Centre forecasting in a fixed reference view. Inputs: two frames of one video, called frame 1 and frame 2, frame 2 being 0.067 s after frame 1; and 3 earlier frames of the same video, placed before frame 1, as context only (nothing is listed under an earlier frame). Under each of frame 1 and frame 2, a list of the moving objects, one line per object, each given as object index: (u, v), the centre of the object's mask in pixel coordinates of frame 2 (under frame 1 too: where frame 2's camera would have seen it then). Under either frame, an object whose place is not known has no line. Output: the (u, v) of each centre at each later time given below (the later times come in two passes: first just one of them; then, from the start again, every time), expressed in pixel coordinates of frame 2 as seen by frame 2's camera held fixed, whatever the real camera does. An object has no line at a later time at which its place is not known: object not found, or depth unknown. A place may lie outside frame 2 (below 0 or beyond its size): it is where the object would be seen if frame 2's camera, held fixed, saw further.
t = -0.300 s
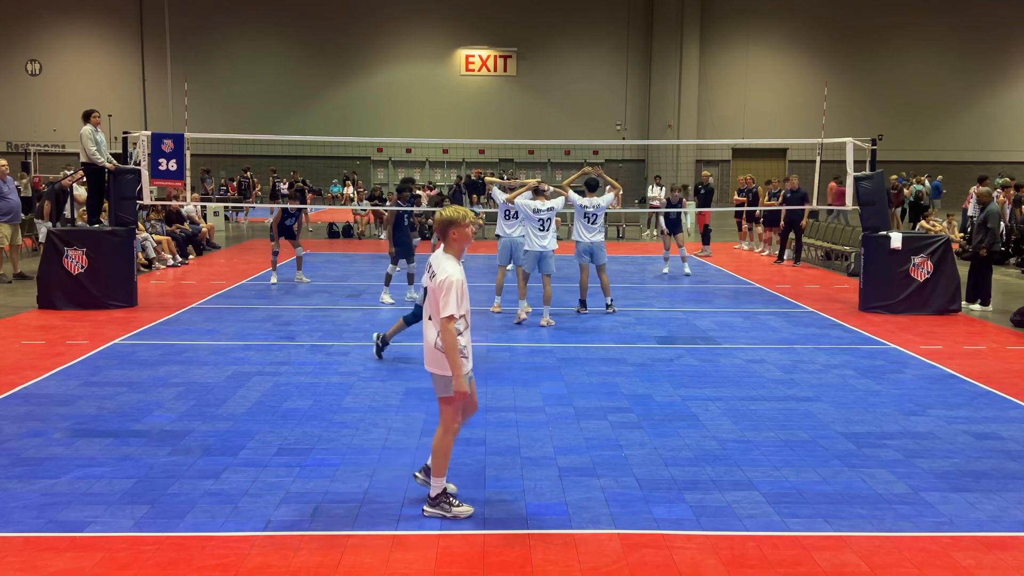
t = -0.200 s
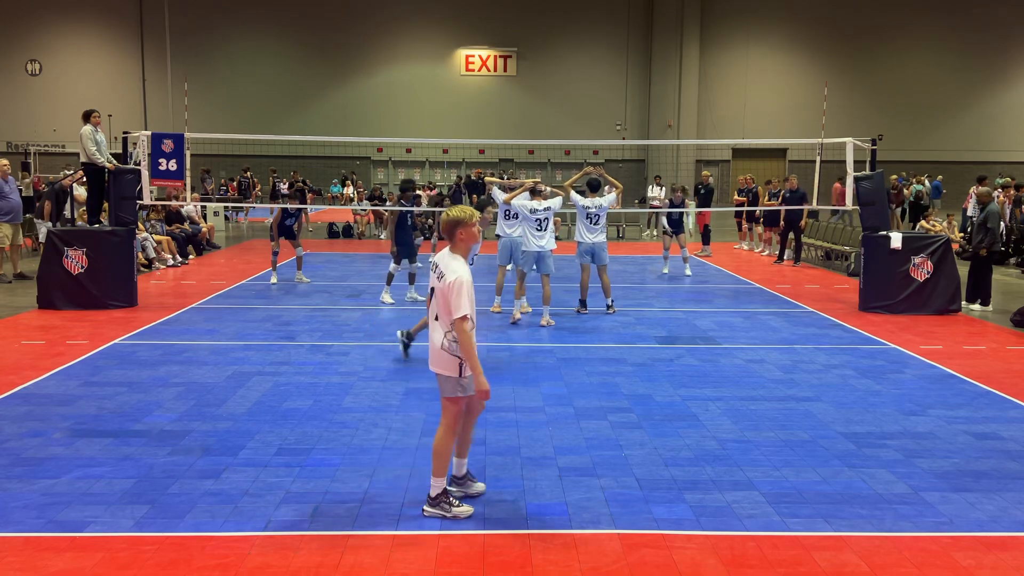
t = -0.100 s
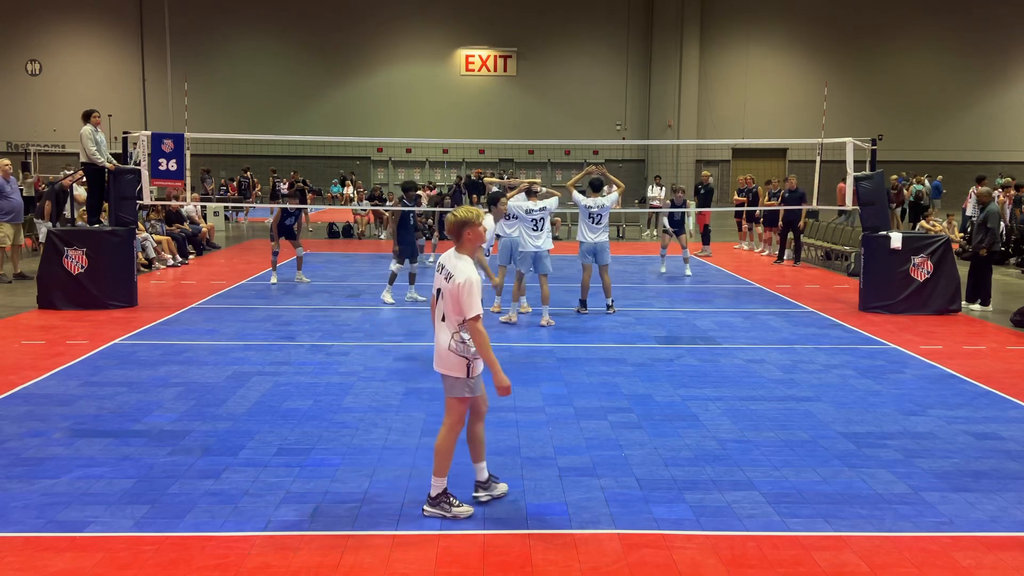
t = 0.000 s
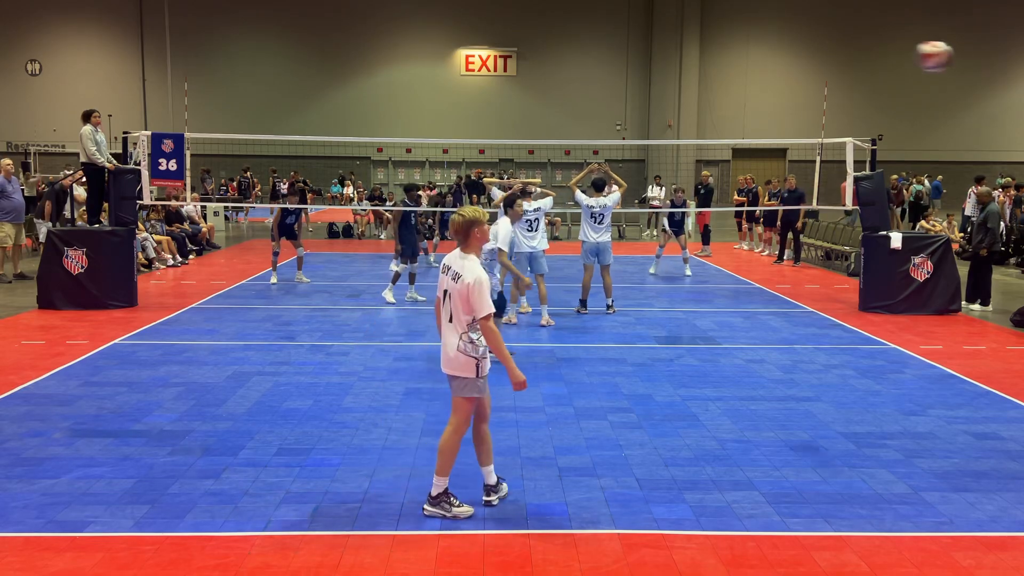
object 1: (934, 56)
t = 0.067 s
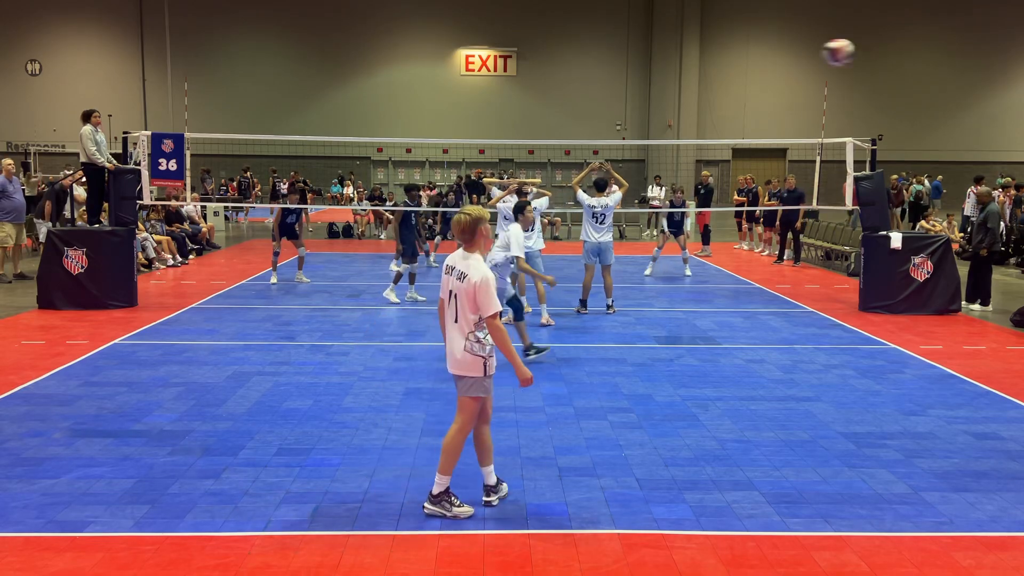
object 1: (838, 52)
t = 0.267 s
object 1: (651, 71)
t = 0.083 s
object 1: (818, 52)
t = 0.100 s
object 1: (798, 52)
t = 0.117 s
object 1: (780, 53)
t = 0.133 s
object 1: (763, 54)
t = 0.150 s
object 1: (747, 55)
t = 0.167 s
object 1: (731, 57)
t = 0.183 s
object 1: (716, 59)
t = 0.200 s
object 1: (702, 61)
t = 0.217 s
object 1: (689, 63)
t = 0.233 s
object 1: (676, 66)
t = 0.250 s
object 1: (663, 68)
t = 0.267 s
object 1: (651, 71)
